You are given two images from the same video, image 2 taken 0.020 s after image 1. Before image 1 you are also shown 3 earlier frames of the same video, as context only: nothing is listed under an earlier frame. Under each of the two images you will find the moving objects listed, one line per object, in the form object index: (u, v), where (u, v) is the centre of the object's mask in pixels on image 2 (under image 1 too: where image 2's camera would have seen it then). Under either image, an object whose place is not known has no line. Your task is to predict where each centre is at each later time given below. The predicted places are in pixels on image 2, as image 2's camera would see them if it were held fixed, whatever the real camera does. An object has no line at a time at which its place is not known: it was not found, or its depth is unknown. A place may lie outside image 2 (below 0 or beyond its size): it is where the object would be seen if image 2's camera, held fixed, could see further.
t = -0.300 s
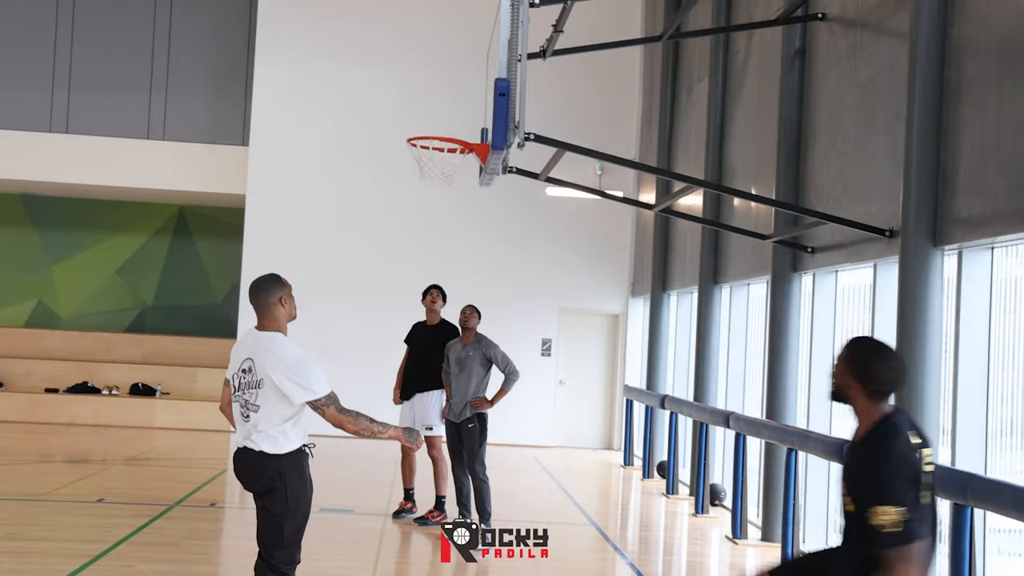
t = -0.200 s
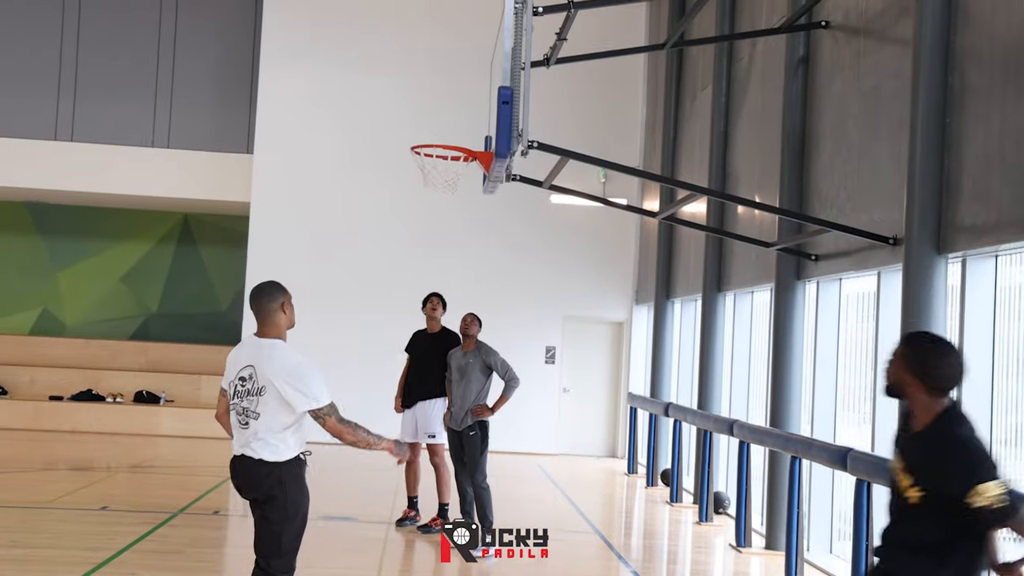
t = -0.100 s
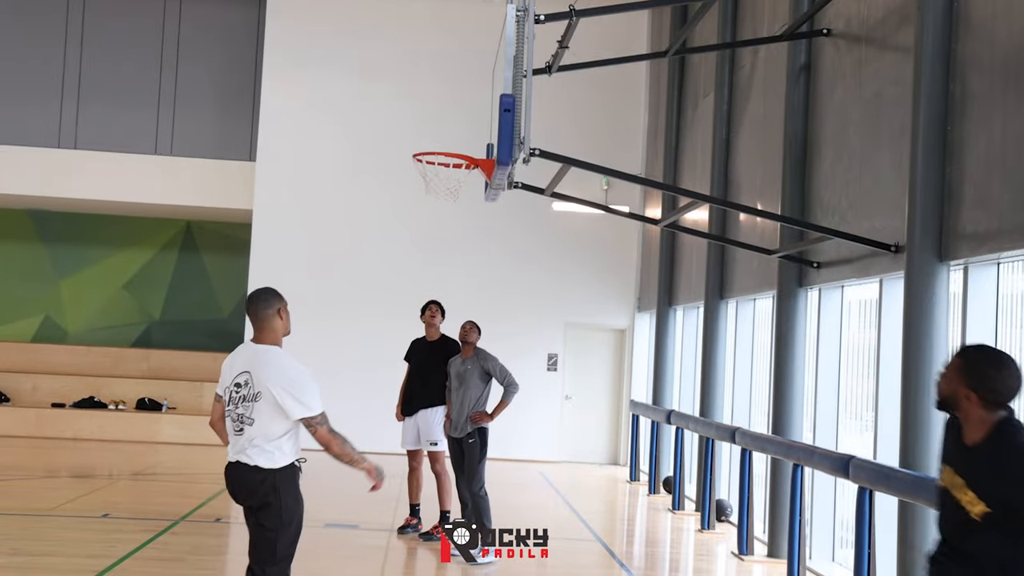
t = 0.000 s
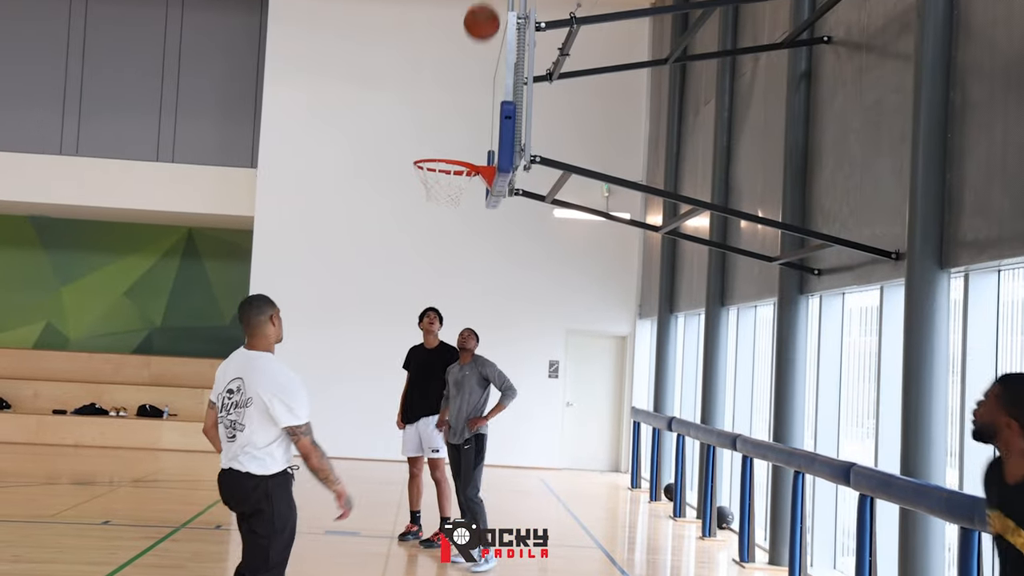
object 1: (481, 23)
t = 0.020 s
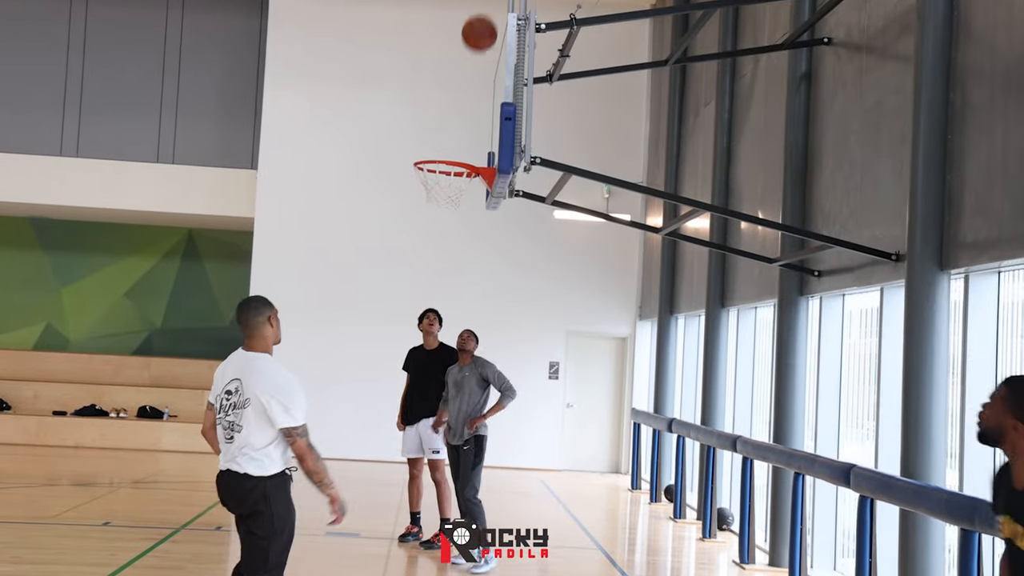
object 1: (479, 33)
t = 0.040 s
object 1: (476, 43)
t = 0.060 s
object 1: (474, 53)
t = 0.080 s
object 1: (471, 65)
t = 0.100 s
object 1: (469, 76)
